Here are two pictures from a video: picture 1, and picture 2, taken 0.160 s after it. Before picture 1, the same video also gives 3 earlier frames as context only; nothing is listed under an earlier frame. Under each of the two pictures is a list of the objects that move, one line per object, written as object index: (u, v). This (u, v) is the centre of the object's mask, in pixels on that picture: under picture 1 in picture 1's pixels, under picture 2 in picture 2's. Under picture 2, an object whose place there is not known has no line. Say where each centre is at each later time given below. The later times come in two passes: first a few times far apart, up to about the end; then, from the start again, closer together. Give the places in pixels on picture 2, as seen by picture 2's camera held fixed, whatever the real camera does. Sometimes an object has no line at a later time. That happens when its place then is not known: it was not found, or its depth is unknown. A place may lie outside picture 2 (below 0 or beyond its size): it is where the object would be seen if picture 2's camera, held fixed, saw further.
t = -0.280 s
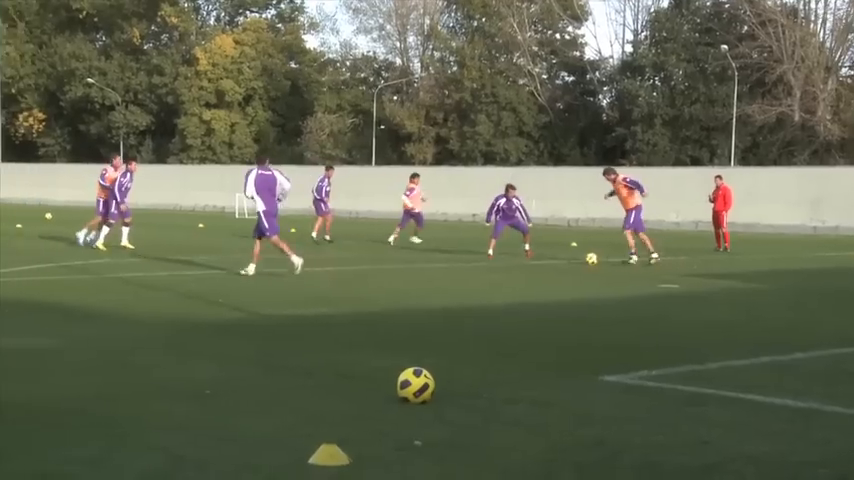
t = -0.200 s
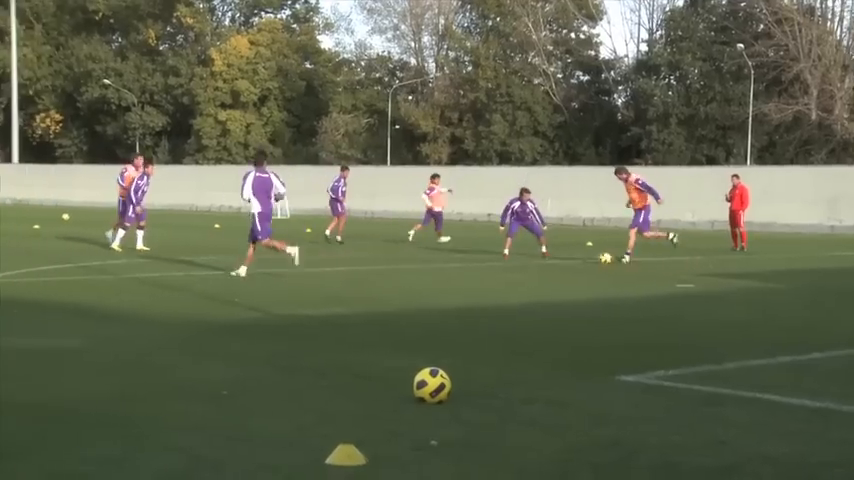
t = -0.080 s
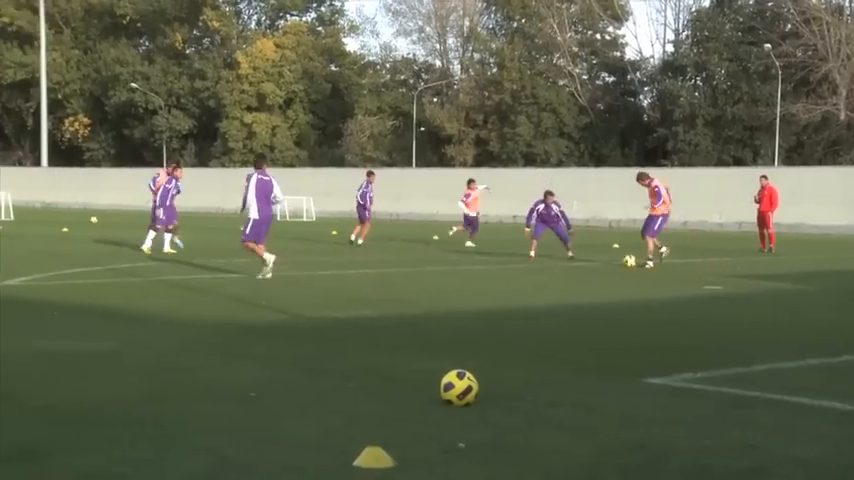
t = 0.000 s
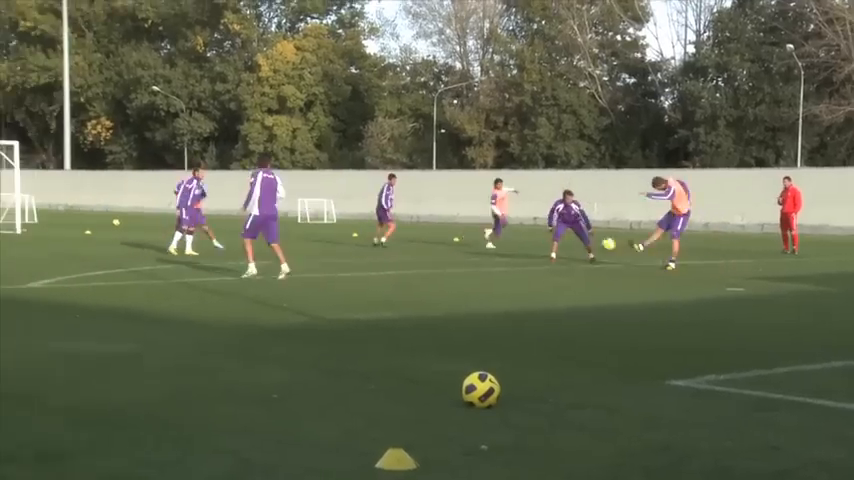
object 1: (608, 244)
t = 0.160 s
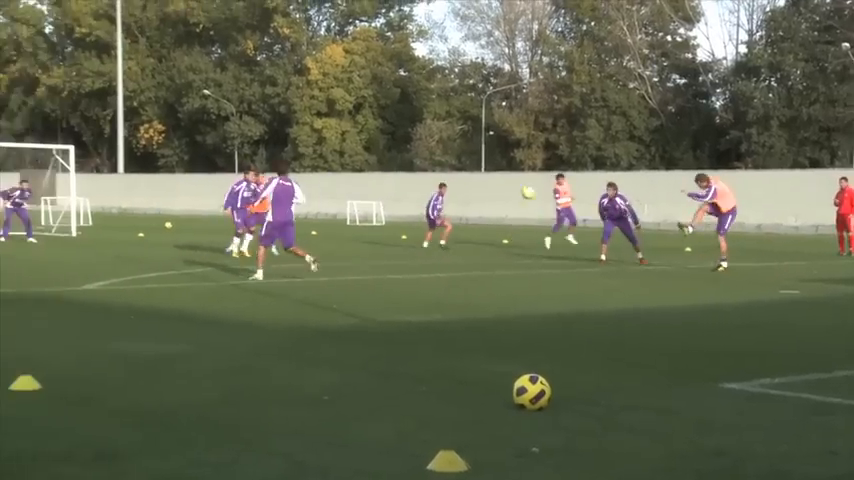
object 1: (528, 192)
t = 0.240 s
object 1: (465, 169)
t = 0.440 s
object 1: (315, 122)
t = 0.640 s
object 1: (172, 93)
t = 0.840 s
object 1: (35, 81)
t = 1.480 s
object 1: (-371, 169)
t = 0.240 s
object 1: (465, 169)
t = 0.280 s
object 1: (434, 158)
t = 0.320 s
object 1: (404, 148)
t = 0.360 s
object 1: (374, 139)
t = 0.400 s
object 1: (344, 130)
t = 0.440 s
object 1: (315, 122)
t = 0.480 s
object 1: (285, 115)
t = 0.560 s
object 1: (228, 103)
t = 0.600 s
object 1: (200, 98)
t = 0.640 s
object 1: (172, 93)
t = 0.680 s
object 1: (144, 89)
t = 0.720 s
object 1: (116, 87)
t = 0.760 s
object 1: (88, 84)
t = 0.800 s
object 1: (62, 82)
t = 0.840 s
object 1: (35, 81)
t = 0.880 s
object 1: (7, 80)
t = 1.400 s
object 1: (-320, 146)
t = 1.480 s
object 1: (-371, 169)
